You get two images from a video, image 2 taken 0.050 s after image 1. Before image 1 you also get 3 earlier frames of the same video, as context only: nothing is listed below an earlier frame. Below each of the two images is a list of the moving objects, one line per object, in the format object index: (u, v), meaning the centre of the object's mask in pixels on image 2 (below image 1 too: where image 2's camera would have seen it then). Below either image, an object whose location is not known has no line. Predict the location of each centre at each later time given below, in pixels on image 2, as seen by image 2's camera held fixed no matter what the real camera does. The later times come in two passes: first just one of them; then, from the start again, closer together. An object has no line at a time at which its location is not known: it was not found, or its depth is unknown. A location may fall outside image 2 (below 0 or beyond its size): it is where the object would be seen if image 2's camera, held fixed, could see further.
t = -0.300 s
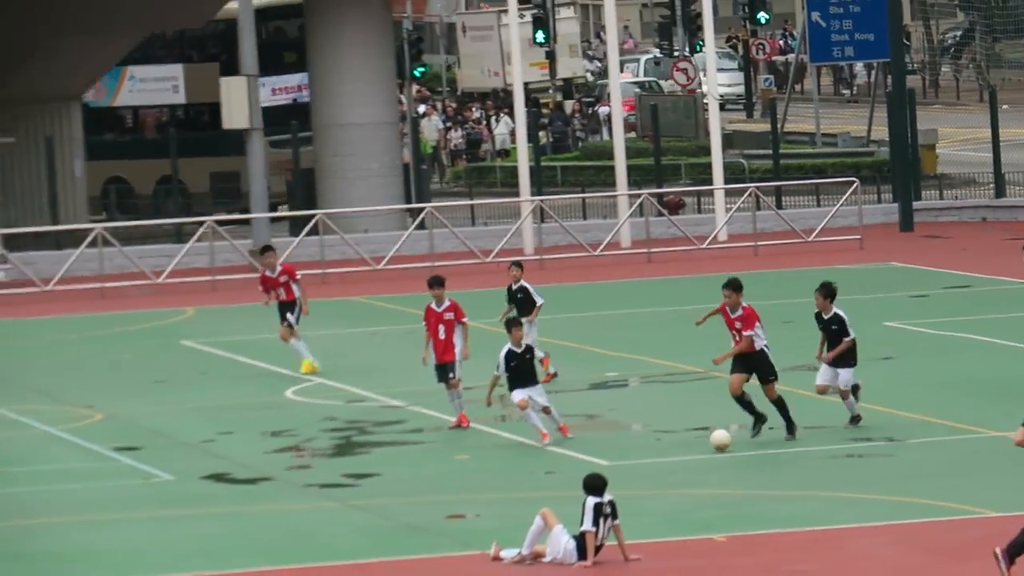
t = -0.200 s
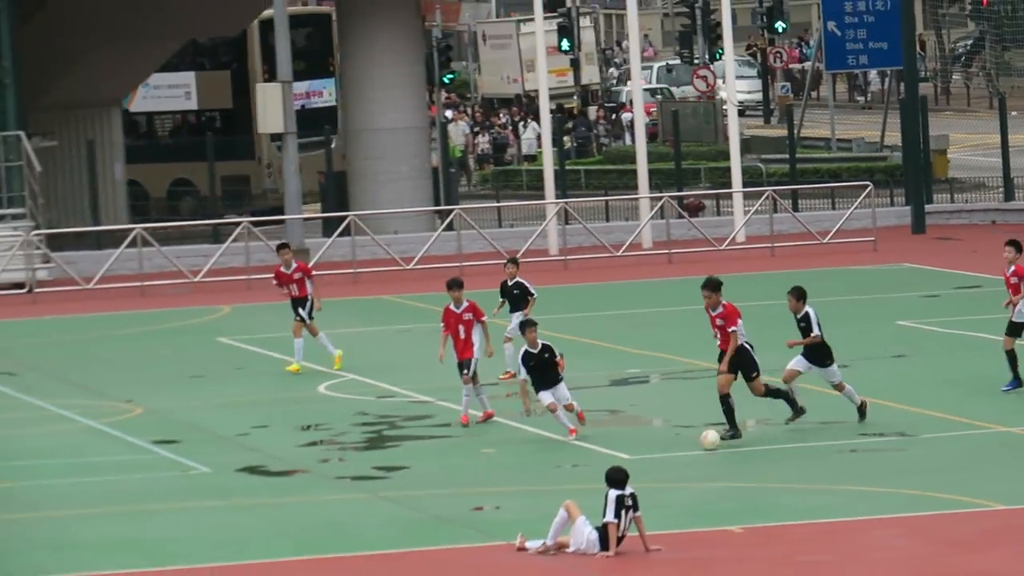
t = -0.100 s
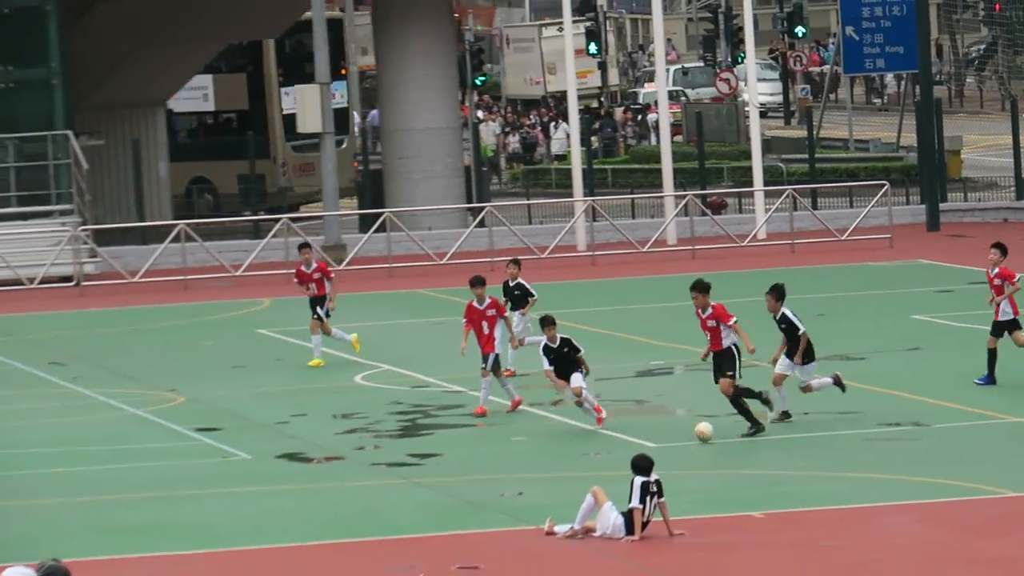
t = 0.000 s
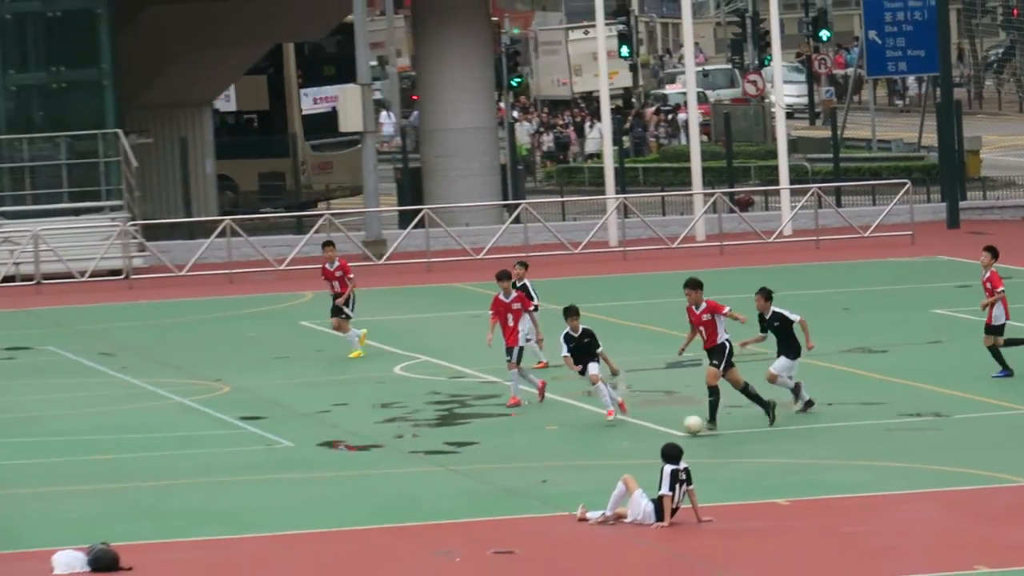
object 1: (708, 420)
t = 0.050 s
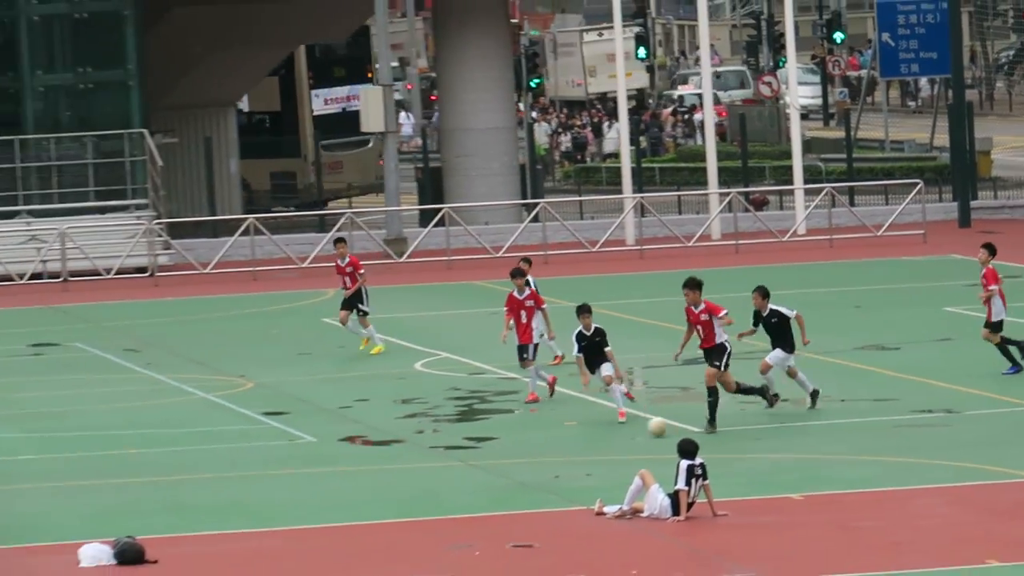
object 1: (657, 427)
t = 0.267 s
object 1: (442, 445)
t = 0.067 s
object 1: (640, 428)
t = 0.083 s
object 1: (623, 428)
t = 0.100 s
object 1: (606, 430)
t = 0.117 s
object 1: (590, 431)
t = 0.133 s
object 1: (573, 433)
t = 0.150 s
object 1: (556, 434)
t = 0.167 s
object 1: (539, 437)
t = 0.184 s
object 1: (522, 438)
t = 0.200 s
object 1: (505, 440)
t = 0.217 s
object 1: (489, 442)
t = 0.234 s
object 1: (474, 444)
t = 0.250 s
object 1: (458, 444)
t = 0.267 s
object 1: (442, 445)
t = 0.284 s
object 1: (427, 447)
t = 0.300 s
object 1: (411, 449)
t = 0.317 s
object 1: (396, 451)
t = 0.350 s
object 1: (365, 453)
